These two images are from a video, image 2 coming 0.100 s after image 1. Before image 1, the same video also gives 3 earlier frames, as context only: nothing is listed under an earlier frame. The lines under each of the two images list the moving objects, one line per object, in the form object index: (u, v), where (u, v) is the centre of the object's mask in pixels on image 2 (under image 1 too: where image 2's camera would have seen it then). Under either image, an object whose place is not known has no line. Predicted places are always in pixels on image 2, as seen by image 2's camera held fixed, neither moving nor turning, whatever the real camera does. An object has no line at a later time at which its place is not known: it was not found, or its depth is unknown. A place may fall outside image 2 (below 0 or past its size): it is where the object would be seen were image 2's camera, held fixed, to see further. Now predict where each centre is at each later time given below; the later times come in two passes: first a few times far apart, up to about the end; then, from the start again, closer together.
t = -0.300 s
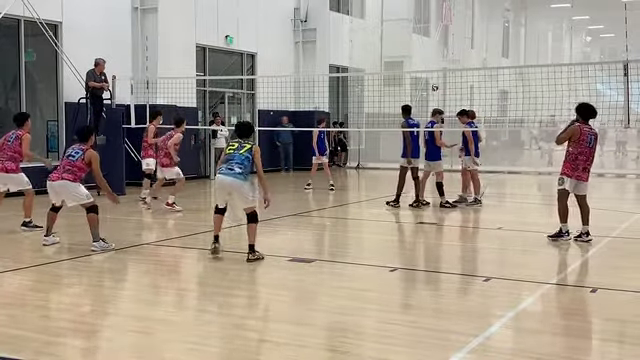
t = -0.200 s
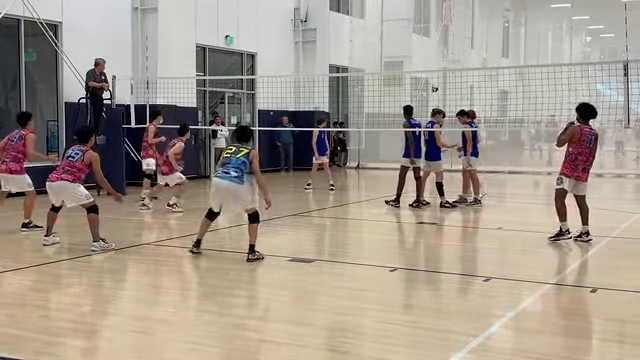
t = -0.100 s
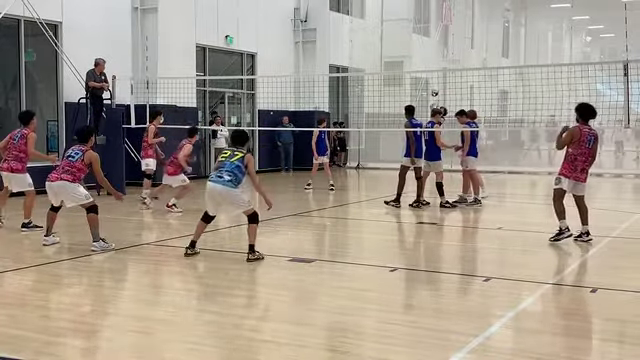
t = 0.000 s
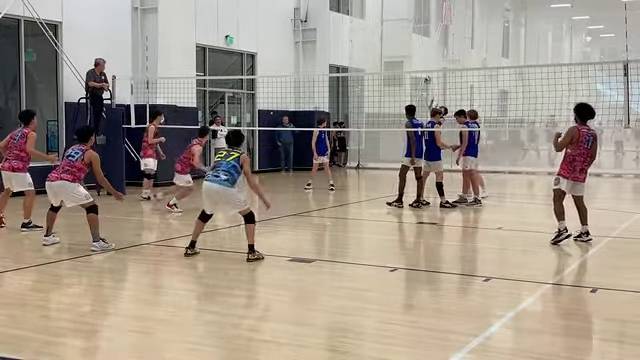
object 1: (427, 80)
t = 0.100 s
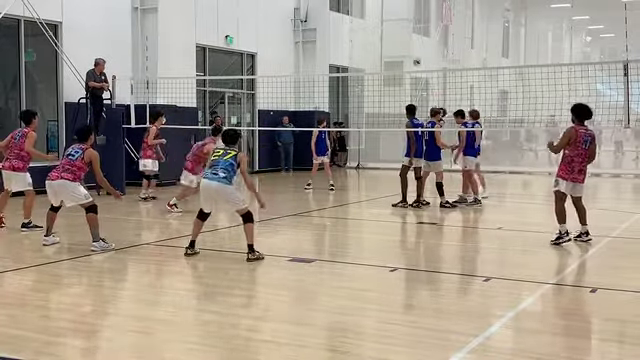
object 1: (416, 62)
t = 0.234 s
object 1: (402, 40)
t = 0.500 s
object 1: (369, 7)
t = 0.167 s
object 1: (409, 50)
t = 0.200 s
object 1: (405, 45)
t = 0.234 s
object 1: (402, 40)
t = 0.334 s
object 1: (390, 26)
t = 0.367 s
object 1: (386, 22)
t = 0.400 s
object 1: (382, 17)
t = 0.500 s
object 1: (369, 7)
